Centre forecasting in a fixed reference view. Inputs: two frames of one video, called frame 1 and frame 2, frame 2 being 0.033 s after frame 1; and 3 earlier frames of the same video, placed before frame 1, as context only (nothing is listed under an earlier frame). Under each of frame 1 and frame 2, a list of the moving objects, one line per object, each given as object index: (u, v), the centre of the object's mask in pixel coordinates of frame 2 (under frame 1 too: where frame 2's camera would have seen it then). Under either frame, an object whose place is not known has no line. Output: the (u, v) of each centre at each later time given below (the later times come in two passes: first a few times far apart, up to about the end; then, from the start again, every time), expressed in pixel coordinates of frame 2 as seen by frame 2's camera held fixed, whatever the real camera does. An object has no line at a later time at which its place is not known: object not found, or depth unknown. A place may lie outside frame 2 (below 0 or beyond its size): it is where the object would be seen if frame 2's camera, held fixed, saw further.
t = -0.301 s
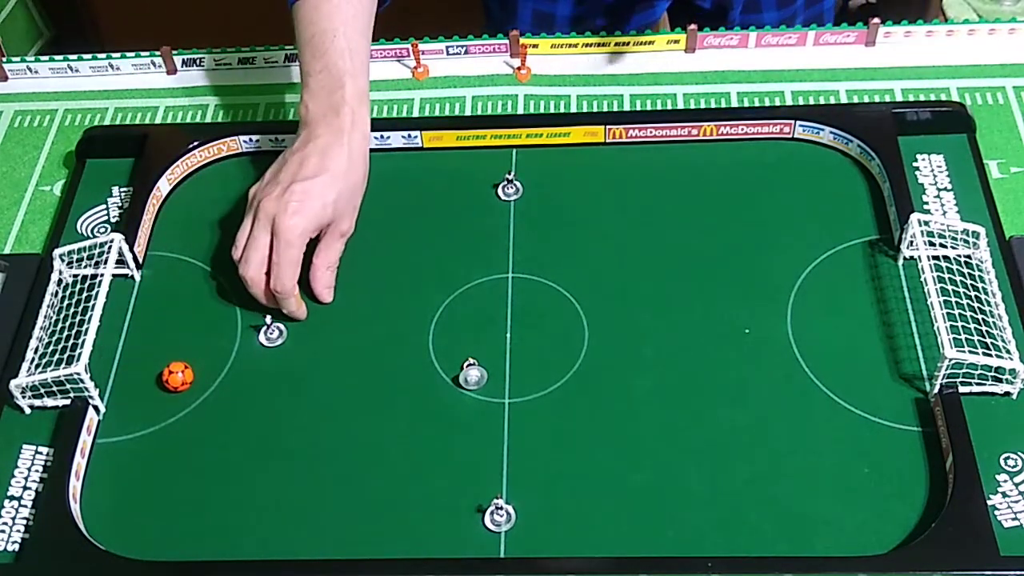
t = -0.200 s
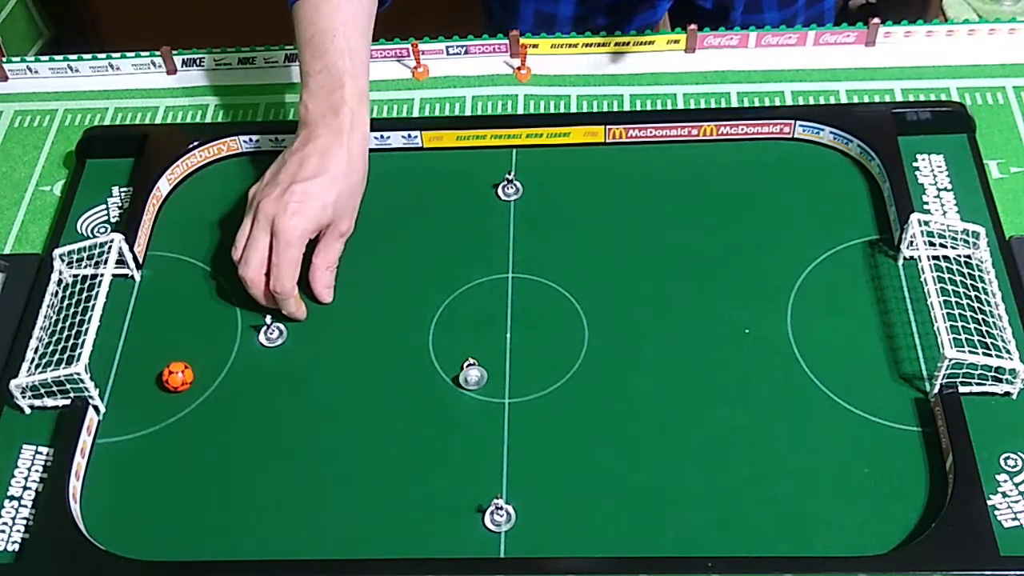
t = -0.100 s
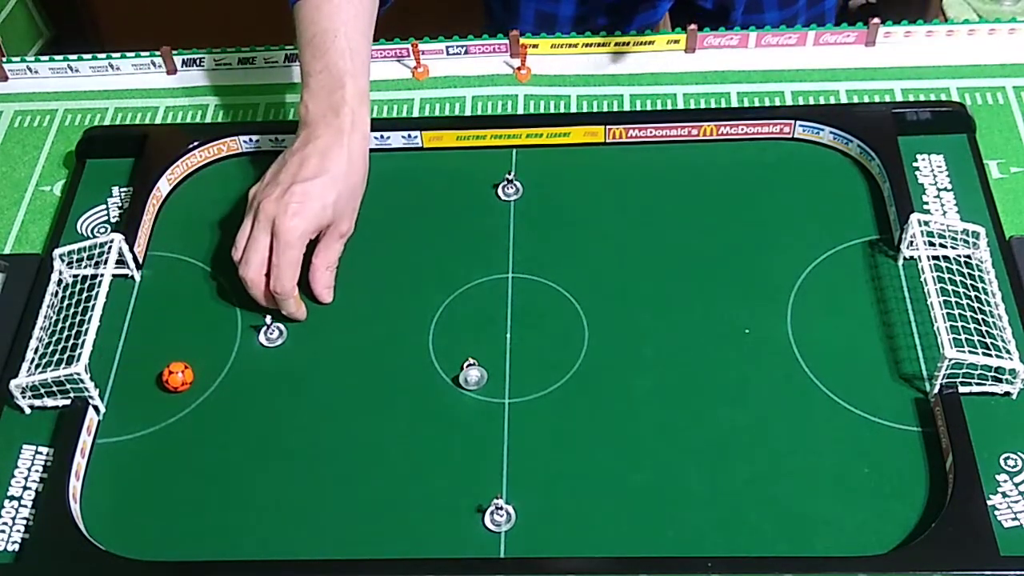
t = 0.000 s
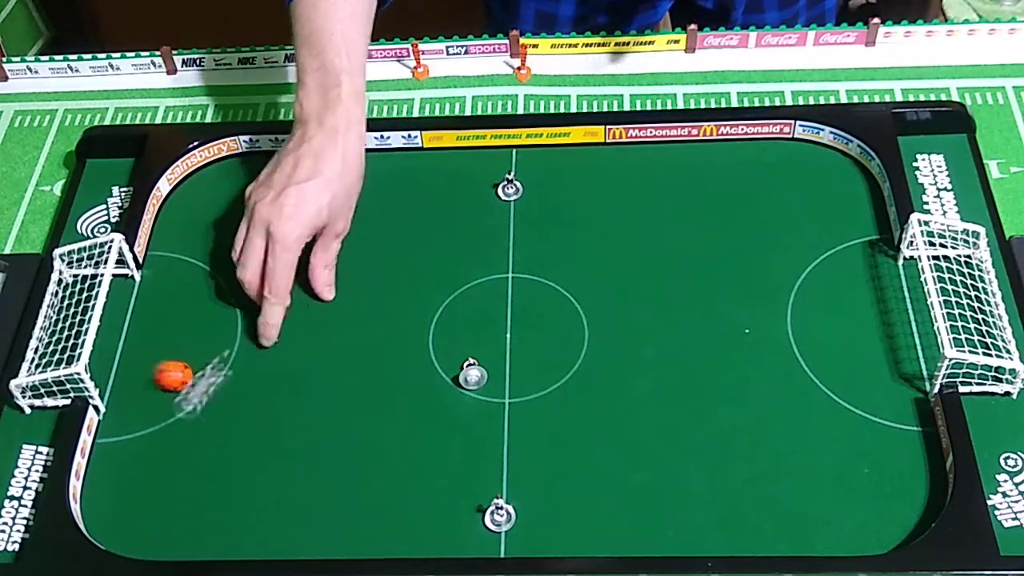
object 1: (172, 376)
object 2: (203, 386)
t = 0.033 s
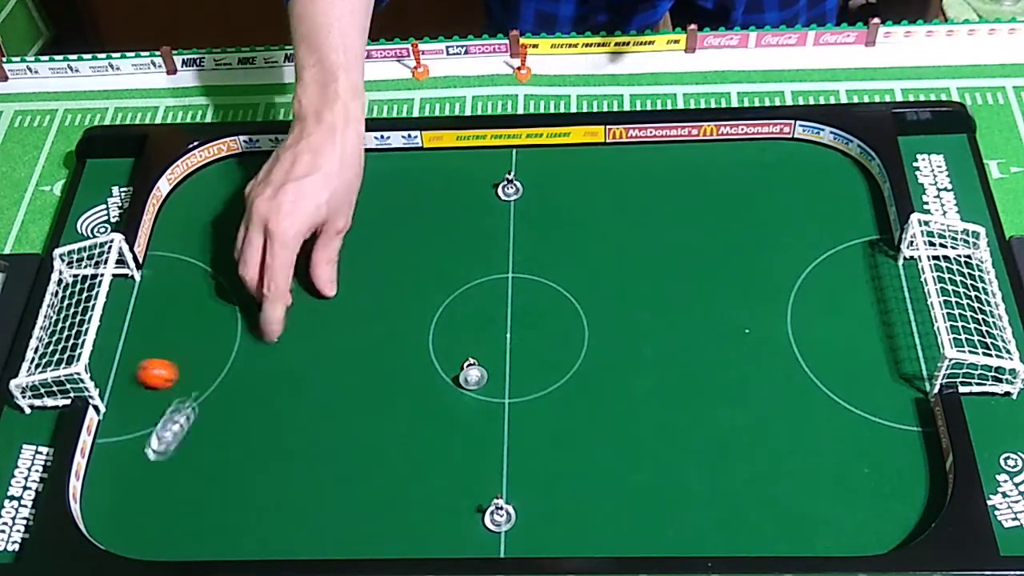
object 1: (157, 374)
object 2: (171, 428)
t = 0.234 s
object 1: (97, 363)
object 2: (181, 497)
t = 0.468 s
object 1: (59, 349)
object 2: (266, 466)
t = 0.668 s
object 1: (73, 341)
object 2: (270, 464)
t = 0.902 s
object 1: (84, 341)
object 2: (270, 464)
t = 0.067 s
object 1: (143, 372)
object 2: (141, 464)
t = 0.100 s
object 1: (132, 370)
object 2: (110, 496)
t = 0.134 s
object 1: (120, 368)
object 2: (104, 516)
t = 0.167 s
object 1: (109, 366)
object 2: (134, 511)
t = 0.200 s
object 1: (100, 364)
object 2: (159, 506)
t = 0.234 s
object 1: (97, 363)
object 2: (181, 497)
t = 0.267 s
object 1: (76, 358)
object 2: (200, 490)
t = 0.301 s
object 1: (65, 357)
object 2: (218, 484)
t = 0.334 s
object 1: (58, 357)
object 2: (231, 479)
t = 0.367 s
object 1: (50, 355)
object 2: (242, 473)
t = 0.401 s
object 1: (51, 354)
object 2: (253, 470)
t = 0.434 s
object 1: (54, 351)
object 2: (260, 468)
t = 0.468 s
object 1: (59, 349)
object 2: (266, 466)
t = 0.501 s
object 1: (62, 346)
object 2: (269, 464)
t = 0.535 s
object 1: (65, 345)
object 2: (270, 464)
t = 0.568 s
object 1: (68, 343)
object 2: (270, 464)
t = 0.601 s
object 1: (70, 343)
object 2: (270, 464)
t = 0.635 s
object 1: (72, 342)
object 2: (270, 464)
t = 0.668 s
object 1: (73, 341)
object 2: (270, 464)
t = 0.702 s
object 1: (74, 341)
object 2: (270, 464)
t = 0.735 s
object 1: (75, 341)
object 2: (270, 464)
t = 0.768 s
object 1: (81, 340)
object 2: (270, 464)
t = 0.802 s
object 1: (83, 341)
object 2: (270, 464)
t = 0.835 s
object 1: (84, 341)
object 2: (270, 464)
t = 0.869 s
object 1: (84, 341)
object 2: (270, 464)
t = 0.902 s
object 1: (84, 341)
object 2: (270, 464)
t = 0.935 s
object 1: (84, 341)
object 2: (270, 464)
